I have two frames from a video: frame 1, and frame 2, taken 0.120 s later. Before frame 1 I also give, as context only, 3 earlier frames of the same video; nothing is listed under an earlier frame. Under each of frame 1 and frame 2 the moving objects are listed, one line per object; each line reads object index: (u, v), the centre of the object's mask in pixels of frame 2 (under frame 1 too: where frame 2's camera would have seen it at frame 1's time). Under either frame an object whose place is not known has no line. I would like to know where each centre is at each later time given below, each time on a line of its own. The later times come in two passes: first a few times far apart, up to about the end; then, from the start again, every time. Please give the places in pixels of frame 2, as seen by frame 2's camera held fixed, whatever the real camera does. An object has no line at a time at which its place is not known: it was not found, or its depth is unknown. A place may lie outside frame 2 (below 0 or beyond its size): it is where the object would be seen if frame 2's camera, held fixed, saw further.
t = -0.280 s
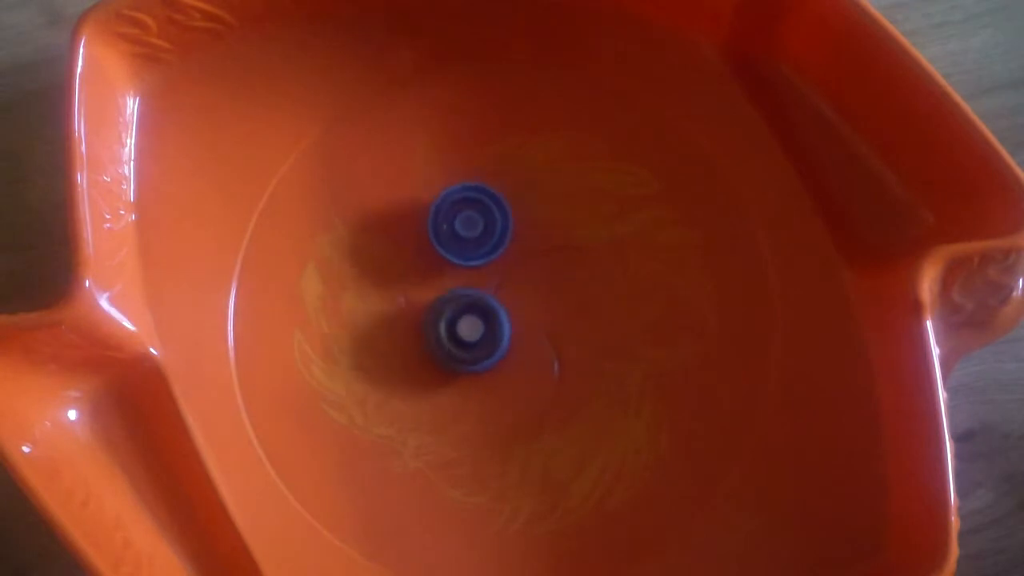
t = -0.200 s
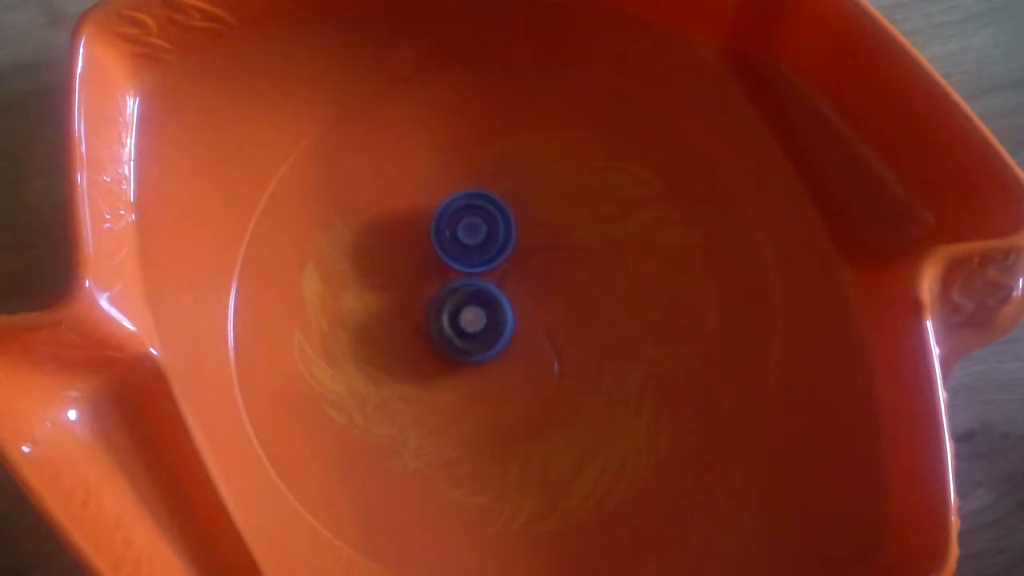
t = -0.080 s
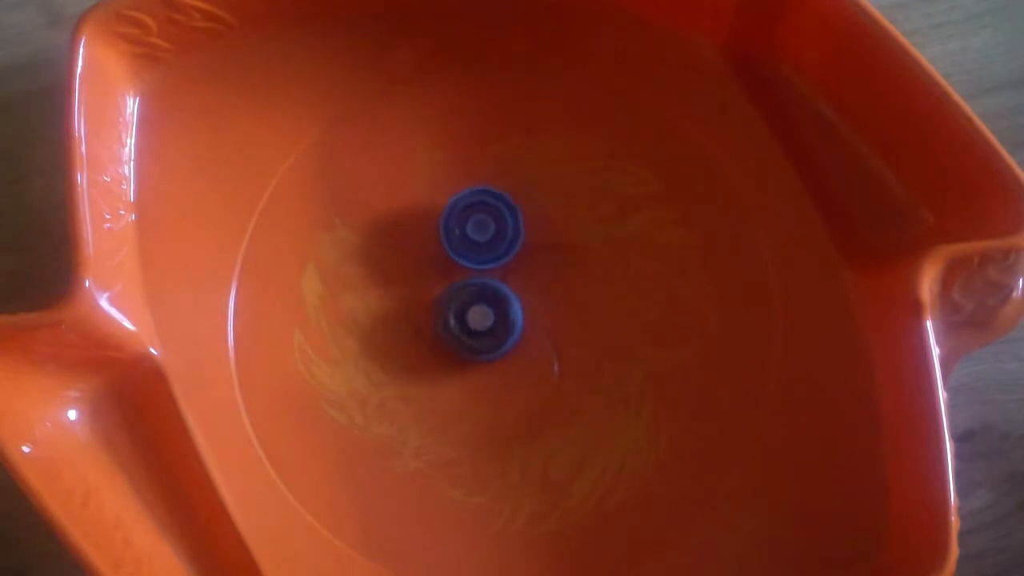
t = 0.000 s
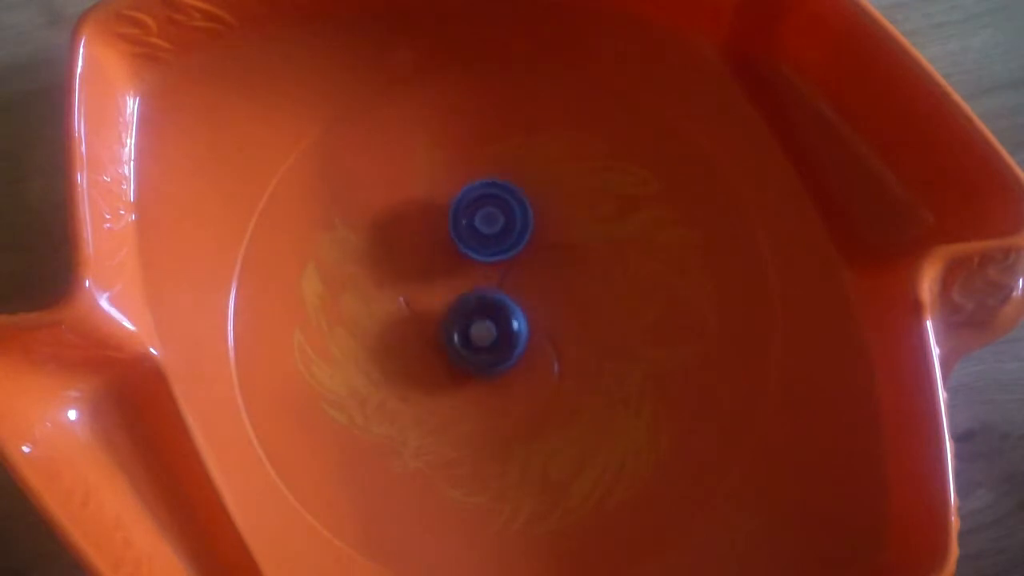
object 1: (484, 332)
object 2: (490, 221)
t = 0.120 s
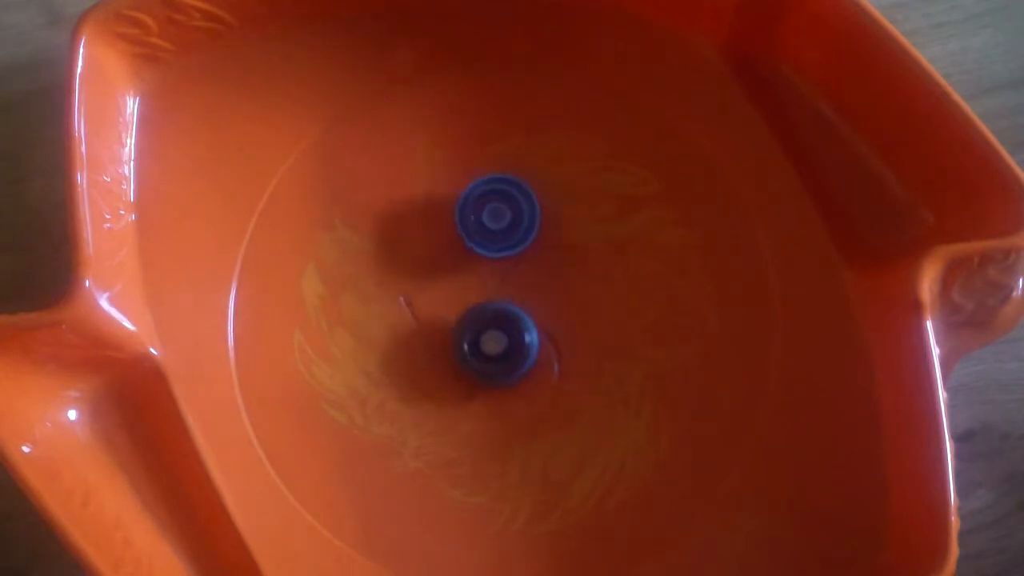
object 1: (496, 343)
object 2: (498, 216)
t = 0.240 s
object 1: (506, 354)
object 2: (500, 226)
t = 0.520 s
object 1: (524, 372)
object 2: (522, 277)
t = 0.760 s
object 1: (526, 404)
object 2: (559, 297)
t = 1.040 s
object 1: (519, 401)
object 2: (577, 305)
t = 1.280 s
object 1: (514, 383)
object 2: (563, 298)
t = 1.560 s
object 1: (511, 370)
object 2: (538, 275)
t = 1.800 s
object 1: (524, 358)
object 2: (504, 259)
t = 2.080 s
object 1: (547, 431)
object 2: (468, 234)
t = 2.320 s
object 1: (536, 428)
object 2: (432, 241)
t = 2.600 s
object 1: (544, 395)
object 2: (456, 292)
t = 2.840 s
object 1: (577, 405)
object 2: (502, 302)
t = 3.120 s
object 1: (661, 413)
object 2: (488, 235)
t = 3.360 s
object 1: (558, 318)
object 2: (456, 234)
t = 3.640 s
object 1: (521, 334)
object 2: (454, 278)
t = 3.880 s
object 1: (525, 344)
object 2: (455, 298)
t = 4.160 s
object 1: (527, 341)
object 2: (457, 298)
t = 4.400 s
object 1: (534, 328)
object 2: (457, 285)
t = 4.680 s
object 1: (535, 327)
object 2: (466, 274)
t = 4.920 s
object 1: (529, 336)
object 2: (478, 270)
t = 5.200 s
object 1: (534, 352)
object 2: (490, 261)
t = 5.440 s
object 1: (535, 345)
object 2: (496, 266)
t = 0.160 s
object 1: (499, 347)
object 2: (499, 218)
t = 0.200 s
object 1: (502, 350)
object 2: (500, 222)
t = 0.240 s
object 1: (506, 354)
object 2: (500, 226)
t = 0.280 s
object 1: (509, 356)
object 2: (502, 232)
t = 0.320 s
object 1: (512, 359)
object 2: (505, 238)
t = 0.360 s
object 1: (514, 362)
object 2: (508, 246)
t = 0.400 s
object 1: (517, 365)
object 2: (511, 256)
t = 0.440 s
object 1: (519, 368)
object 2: (513, 263)
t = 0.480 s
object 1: (522, 370)
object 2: (517, 269)
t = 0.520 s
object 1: (524, 372)
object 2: (522, 277)
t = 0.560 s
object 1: (527, 377)
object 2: (528, 284)
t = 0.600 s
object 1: (528, 389)
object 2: (535, 283)
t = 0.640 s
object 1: (528, 394)
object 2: (541, 286)
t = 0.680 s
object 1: (528, 397)
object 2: (547, 289)
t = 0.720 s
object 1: (528, 401)
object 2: (554, 293)
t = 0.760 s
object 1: (526, 404)
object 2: (559, 297)
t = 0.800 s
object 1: (524, 407)
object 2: (563, 300)
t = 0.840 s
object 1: (523, 408)
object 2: (567, 303)
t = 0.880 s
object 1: (521, 410)
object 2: (572, 304)
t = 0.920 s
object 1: (520, 408)
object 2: (575, 305)
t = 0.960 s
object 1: (520, 407)
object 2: (577, 305)
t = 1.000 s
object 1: (519, 403)
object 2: (578, 305)
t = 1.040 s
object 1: (519, 401)
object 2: (577, 305)
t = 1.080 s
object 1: (519, 397)
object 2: (575, 305)
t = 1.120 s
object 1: (519, 393)
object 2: (572, 305)
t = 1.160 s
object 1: (519, 388)
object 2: (568, 305)
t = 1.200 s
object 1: (519, 386)
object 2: (565, 305)
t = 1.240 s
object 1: (515, 386)
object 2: (565, 301)
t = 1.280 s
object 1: (514, 383)
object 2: (563, 298)
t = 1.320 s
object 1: (514, 379)
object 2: (559, 297)
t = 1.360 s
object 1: (514, 378)
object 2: (555, 295)
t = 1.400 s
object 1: (510, 381)
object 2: (555, 288)
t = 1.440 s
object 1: (508, 379)
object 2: (552, 284)
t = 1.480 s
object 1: (510, 377)
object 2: (548, 281)
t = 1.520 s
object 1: (510, 373)
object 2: (543, 278)
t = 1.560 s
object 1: (511, 370)
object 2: (538, 275)
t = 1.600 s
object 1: (515, 366)
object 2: (531, 274)
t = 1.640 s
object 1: (516, 363)
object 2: (524, 274)
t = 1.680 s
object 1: (516, 365)
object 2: (519, 269)
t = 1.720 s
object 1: (519, 363)
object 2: (513, 266)
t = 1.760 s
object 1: (522, 361)
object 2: (507, 262)
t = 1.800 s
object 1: (524, 358)
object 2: (504, 259)
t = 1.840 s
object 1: (527, 355)
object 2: (501, 265)
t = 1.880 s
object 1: (535, 374)
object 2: (496, 265)
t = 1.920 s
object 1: (541, 401)
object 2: (491, 257)
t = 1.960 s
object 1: (543, 419)
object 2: (486, 249)
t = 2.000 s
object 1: (545, 428)
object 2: (481, 244)
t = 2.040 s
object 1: (546, 429)
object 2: (475, 239)
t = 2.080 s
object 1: (547, 431)
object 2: (468, 234)
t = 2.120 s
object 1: (547, 434)
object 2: (460, 231)
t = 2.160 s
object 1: (546, 435)
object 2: (453, 230)
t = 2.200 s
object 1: (545, 435)
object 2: (446, 230)
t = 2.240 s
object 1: (541, 435)
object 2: (441, 232)
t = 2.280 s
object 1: (539, 432)
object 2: (436, 236)
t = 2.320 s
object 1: (536, 428)
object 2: (432, 241)
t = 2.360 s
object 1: (535, 424)
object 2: (430, 248)
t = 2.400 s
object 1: (534, 420)
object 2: (431, 256)
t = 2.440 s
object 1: (534, 414)
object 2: (433, 264)
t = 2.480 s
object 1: (535, 410)
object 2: (437, 272)
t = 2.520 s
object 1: (537, 405)
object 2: (442, 280)
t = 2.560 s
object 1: (540, 400)
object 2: (449, 286)
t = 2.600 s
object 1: (544, 395)
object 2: (456, 292)
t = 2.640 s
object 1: (547, 392)
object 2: (465, 298)
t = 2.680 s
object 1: (553, 388)
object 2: (474, 302)
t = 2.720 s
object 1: (558, 387)
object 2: (483, 306)
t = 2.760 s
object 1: (561, 386)
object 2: (492, 311)
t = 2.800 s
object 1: (561, 384)
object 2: (500, 315)
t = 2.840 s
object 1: (577, 405)
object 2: (502, 302)
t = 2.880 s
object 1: (601, 432)
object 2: (499, 286)
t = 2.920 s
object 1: (621, 447)
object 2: (498, 273)
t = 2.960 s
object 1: (638, 453)
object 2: (500, 262)
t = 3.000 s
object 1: (650, 449)
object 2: (499, 255)
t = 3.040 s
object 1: (656, 441)
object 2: (497, 248)
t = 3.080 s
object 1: (660, 428)
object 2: (493, 241)
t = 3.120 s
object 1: (661, 413)
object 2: (488, 235)
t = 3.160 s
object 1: (658, 395)
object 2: (482, 231)
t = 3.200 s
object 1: (645, 373)
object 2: (476, 227)
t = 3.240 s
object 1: (631, 352)
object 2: (471, 226)
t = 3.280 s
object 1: (609, 334)
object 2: (465, 227)
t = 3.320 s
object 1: (582, 324)
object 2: (461, 229)
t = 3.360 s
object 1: (558, 318)
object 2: (456, 234)
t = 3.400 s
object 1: (537, 319)
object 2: (453, 239)
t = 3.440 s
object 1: (521, 321)
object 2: (451, 245)
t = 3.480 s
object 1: (515, 324)
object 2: (451, 253)
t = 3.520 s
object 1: (514, 326)
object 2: (451, 261)
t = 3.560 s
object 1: (515, 328)
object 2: (453, 269)
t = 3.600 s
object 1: (516, 330)
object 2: (454, 275)
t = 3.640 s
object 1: (521, 334)
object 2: (454, 278)
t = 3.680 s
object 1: (521, 337)
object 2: (454, 282)
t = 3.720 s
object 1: (522, 339)
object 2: (455, 287)
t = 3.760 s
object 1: (523, 340)
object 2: (455, 290)
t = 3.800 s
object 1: (524, 342)
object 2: (454, 293)
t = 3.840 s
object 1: (525, 343)
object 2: (454, 295)
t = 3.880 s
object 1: (525, 344)
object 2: (455, 298)
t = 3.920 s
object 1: (526, 344)
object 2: (454, 299)
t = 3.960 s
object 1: (529, 347)
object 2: (452, 298)
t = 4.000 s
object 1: (529, 347)
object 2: (452, 298)
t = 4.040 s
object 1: (529, 347)
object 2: (452, 298)
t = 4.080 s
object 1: (528, 347)
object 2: (453, 298)
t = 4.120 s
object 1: (527, 344)
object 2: (455, 298)
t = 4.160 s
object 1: (527, 341)
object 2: (457, 298)
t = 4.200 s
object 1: (528, 339)
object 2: (457, 296)
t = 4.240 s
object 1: (530, 337)
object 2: (456, 293)
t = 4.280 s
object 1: (530, 334)
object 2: (456, 290)
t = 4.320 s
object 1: (532, 331)
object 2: (455, 288)
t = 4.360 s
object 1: (532, 330)
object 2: (456, 286)
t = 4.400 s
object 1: (534, 328)
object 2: (457, 285)
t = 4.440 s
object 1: (534, 328)
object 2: (457, 283)
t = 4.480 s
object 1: (536, 327)
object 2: (458, 282)
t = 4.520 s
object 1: (536, 326)
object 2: (460, 280)
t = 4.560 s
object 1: (536, 326)
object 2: (461, 279)
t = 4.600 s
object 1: (536, 327)
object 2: (462, 277)
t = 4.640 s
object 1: (536, 327)
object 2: (464, 276)
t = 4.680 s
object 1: (535, 327)
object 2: (466, 274)
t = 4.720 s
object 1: (534, 328)
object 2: (468, 273)
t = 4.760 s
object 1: (533, 329)
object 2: (470, 272)
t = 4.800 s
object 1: (532, 331)
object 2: (471, 271)
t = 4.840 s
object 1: (531, 332)
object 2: (473, 270)
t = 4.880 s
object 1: (530, 335)
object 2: (475, 270)
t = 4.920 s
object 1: (529, 336)
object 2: (478, 270)
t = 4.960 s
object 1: (529, 337)
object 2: (480, 270)
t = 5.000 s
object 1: (530, 340)
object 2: (483, 269)
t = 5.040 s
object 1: (531, 344)
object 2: (484, 265)
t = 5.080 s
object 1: (532, 348)
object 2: (485, 263)
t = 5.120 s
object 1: (532, 350)
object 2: (487, 262)
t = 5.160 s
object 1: (534, 352)
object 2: (488, 261)
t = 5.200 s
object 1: (534, 352)
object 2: (490, 261)
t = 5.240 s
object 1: (533, 351)
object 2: (491, 261)
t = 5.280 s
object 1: (532, 349)
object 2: (493, 262)
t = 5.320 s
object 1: (531, 347)
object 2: (495, 263)
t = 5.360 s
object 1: (531, 344)
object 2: (496, 265)
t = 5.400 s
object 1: (532, 342)
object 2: (497, 266)
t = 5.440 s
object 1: (535, 345)
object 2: (496, 266)
